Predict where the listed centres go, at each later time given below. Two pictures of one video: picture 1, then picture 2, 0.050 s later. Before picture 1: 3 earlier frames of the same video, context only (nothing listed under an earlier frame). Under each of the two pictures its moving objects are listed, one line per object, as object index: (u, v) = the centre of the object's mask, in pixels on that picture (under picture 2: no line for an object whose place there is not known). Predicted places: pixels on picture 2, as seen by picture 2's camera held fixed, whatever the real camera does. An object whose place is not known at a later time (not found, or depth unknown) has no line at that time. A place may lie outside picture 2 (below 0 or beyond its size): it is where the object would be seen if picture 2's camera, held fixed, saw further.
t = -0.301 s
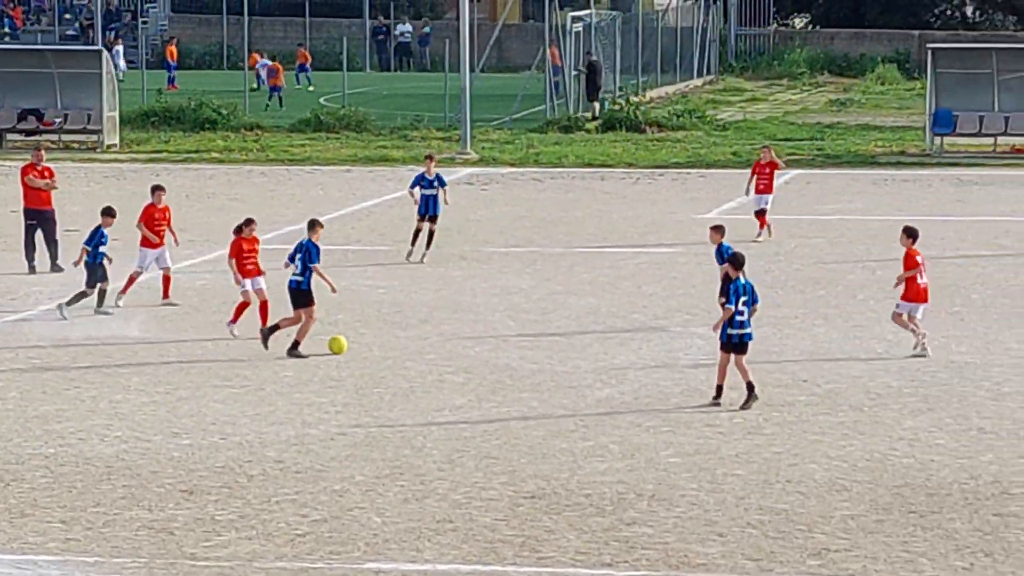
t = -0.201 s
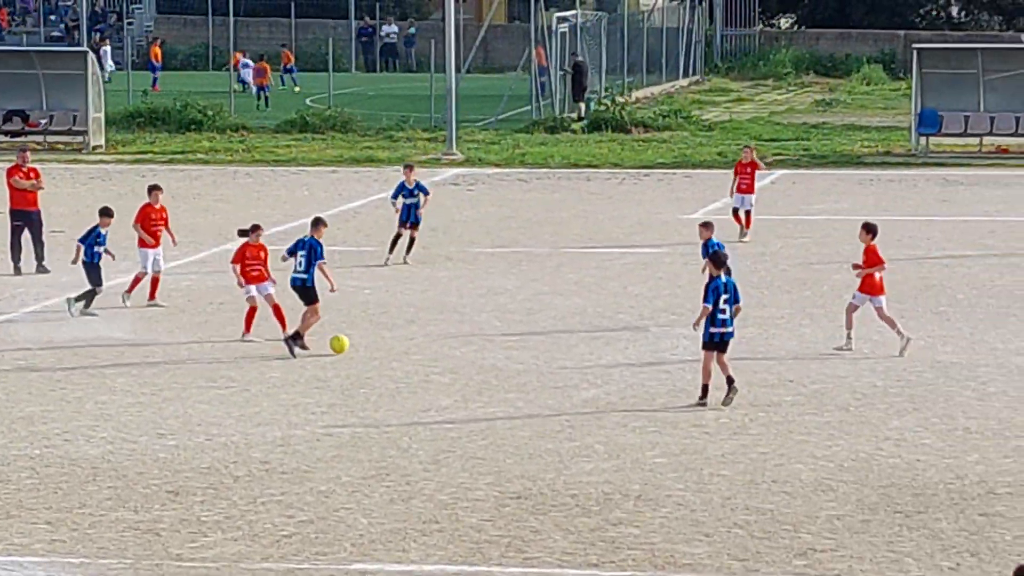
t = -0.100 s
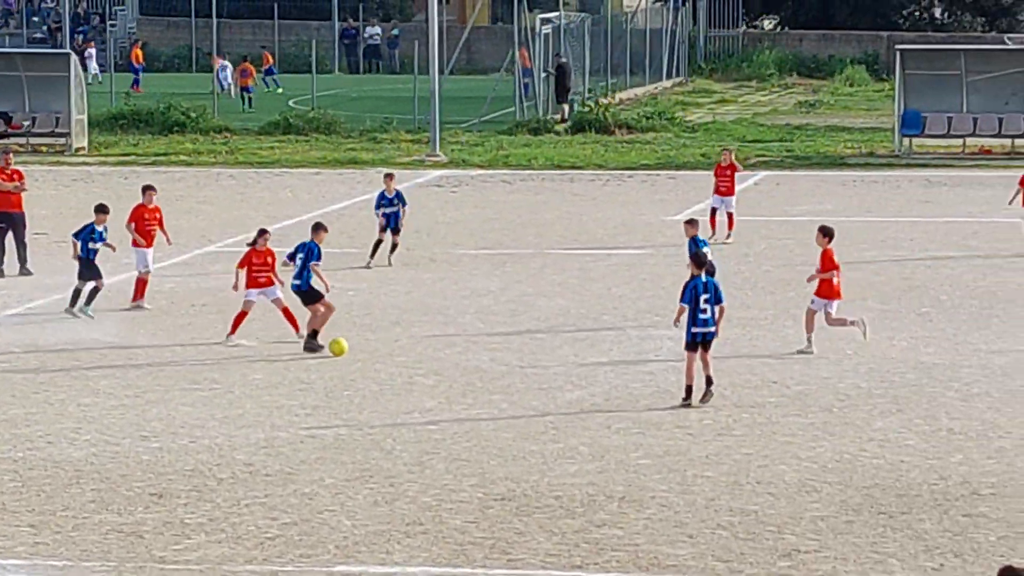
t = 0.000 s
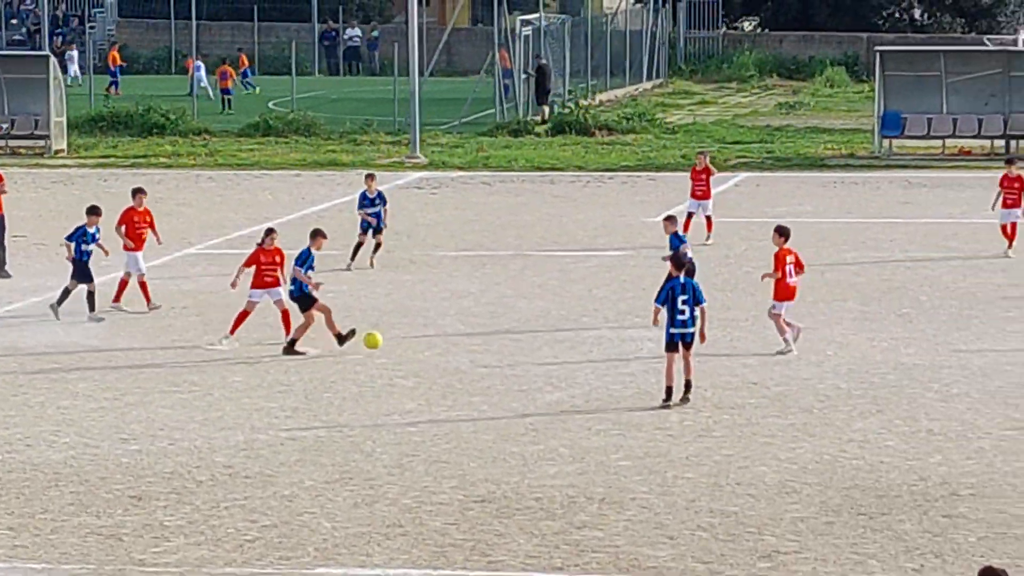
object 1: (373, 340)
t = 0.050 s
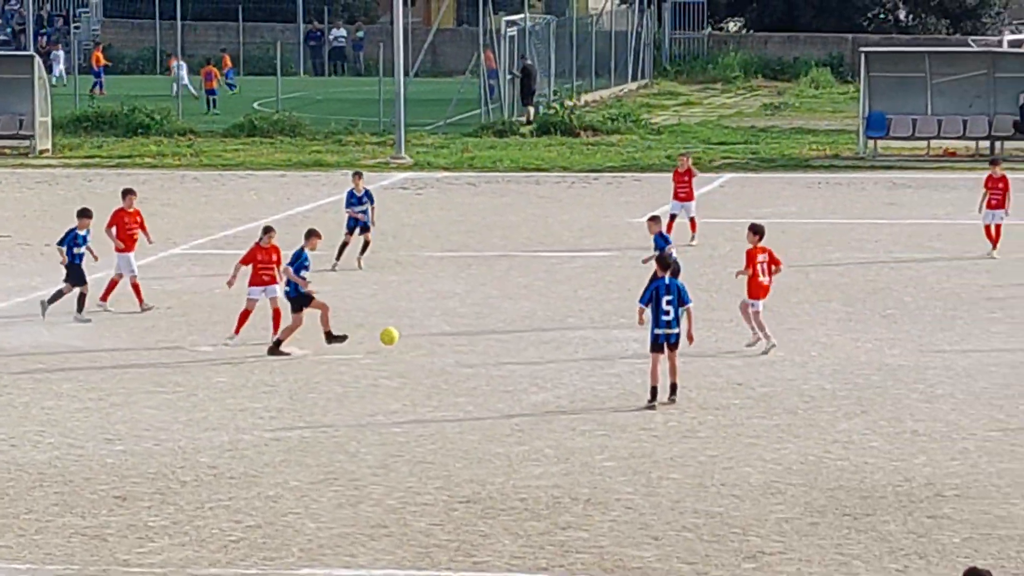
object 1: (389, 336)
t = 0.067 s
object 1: (399, 335)
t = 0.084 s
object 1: (408, 335)
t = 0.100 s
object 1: (418, 335)
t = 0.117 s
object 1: (428, 334)
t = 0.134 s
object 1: (437, 334)
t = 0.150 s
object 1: (447, 334)
